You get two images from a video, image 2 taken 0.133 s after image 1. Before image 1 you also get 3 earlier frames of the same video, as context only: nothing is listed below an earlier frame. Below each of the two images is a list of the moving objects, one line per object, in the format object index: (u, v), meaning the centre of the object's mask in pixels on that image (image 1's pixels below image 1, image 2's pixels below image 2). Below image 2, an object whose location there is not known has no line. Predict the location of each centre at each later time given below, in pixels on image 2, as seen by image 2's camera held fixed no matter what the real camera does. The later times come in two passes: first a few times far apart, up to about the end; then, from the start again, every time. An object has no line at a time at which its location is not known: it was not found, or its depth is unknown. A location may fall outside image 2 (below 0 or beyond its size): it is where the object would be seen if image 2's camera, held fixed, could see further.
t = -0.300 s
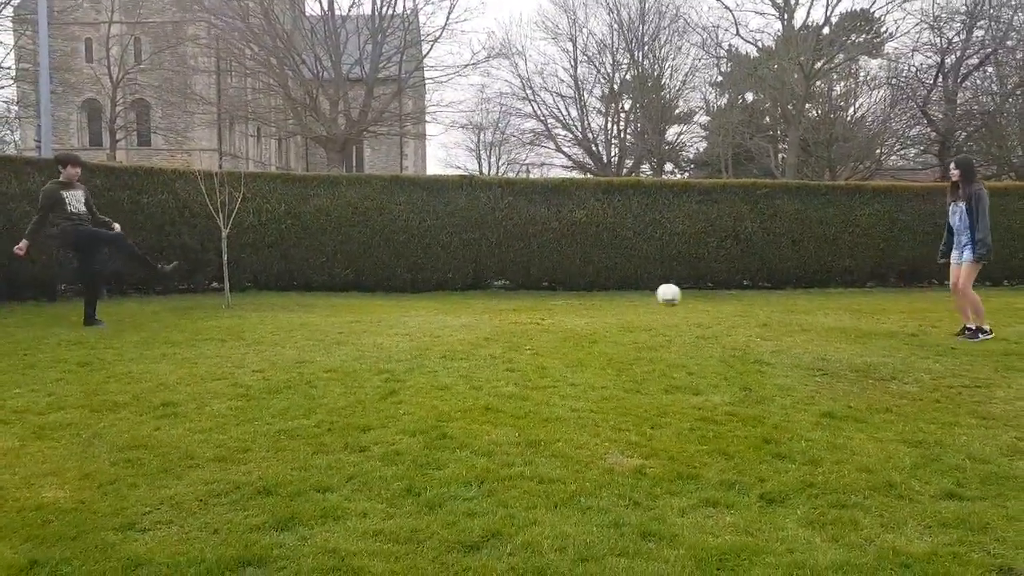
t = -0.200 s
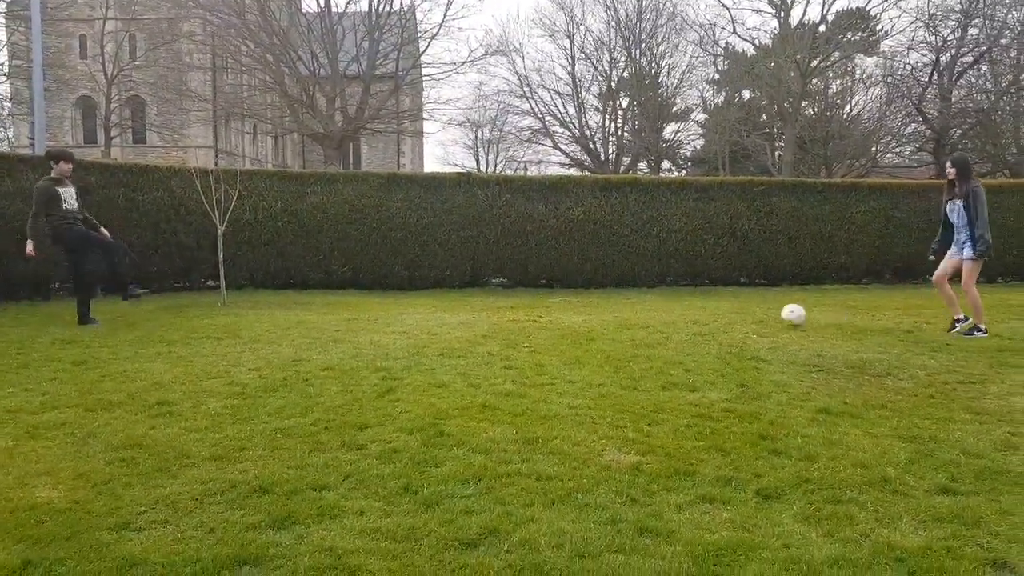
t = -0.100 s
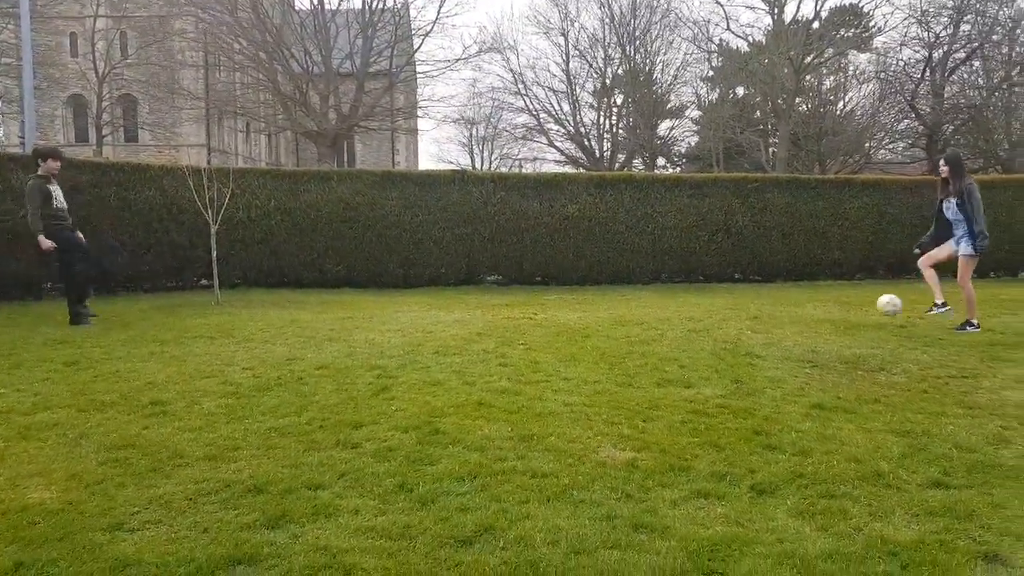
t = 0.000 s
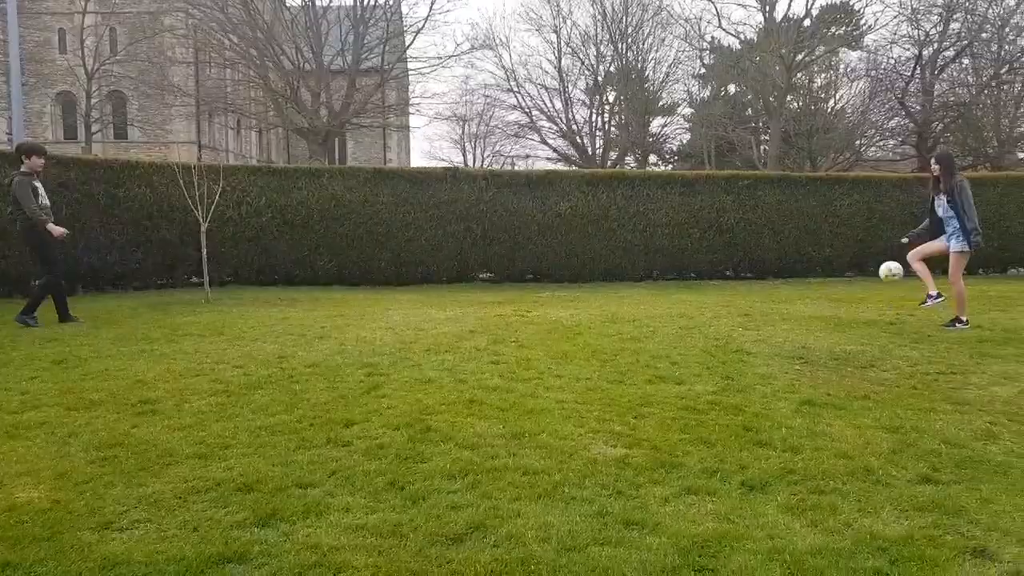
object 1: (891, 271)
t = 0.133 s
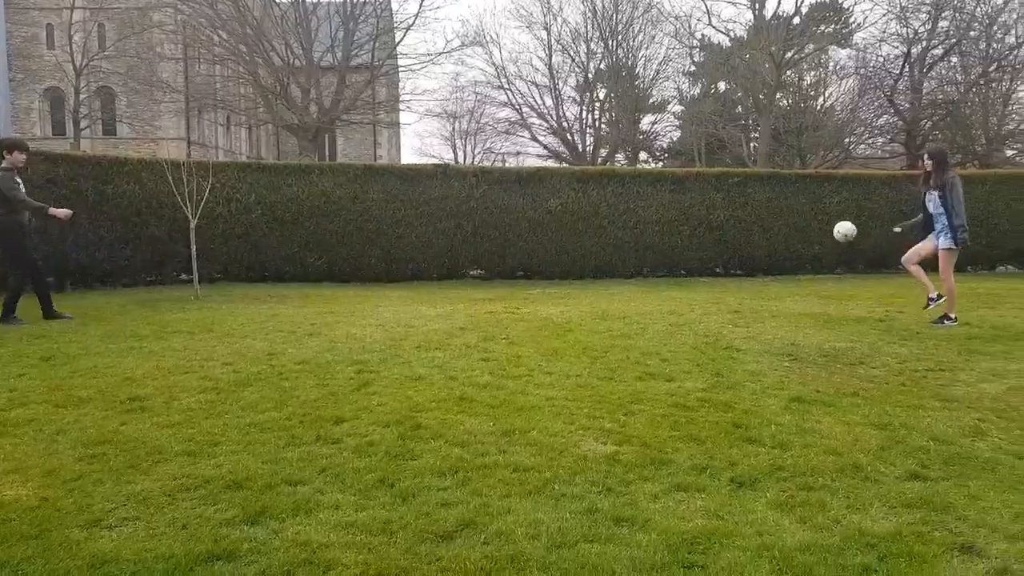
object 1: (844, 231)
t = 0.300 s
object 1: (801, 209)
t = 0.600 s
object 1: (736, 232)
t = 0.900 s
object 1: (696, 280)
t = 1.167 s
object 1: (708, 275)
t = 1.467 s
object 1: (719, 284)
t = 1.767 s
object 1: (726, 281)
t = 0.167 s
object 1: (835, 225)
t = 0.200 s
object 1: (827, 219)
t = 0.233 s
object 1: (818, 214)
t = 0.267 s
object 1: (810, 211)
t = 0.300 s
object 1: (801, 209)
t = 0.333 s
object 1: (793, 208)
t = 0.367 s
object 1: (786, 208)
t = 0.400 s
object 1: (778, 208)
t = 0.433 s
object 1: (771, 210)
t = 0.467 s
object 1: (764, 213)
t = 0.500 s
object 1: (756, 217)
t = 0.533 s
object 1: (749, 221)
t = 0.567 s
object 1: (743, 226)
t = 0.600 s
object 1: (736, 232)
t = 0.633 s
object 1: (729, 239)
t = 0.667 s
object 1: (722, 246)
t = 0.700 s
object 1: (716, 254)
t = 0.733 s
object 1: (709, 263)
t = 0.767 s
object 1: (703, 273)
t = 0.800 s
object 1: (697, 283)
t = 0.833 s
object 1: (692, 290)
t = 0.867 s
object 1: (694, 285)
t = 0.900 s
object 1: (696, 280)
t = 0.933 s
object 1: (697, 277)
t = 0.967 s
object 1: (698, 274)
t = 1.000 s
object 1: (700, 272)
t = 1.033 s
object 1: (702, 271)
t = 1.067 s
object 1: (703, 271)
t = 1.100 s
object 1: (705, 272)
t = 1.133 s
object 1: (706, 273)
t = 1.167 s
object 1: (708, 275)
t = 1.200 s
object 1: (710, 278)
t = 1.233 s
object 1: (711, 283)
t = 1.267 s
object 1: (713, 286)
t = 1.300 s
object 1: (714, 284)
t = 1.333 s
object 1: (715, 283)
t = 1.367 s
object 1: (716, 282)
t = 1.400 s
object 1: (717, 282)
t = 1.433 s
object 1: (719, 282)
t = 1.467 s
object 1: (719, 284)
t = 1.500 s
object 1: (720, 284)
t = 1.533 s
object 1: (721, 283)
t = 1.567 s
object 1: (721, 282)
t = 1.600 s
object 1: (722, 282)
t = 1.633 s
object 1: (723, 282)
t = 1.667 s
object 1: (723, 282)
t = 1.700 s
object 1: (724, 282)
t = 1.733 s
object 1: (725, 282)
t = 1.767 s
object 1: (726, 281)
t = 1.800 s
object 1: (727, 281)
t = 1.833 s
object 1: (727, 281)
